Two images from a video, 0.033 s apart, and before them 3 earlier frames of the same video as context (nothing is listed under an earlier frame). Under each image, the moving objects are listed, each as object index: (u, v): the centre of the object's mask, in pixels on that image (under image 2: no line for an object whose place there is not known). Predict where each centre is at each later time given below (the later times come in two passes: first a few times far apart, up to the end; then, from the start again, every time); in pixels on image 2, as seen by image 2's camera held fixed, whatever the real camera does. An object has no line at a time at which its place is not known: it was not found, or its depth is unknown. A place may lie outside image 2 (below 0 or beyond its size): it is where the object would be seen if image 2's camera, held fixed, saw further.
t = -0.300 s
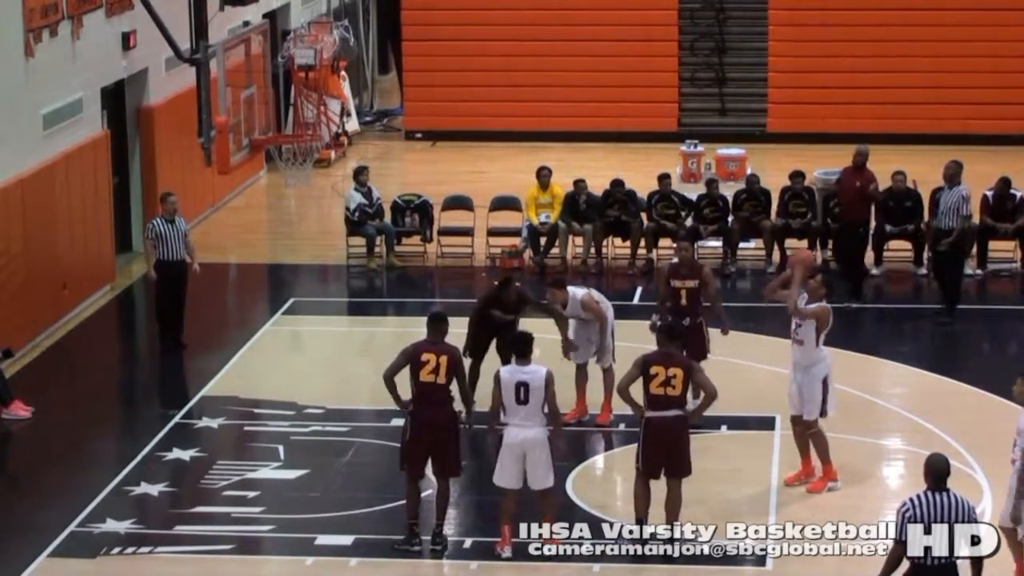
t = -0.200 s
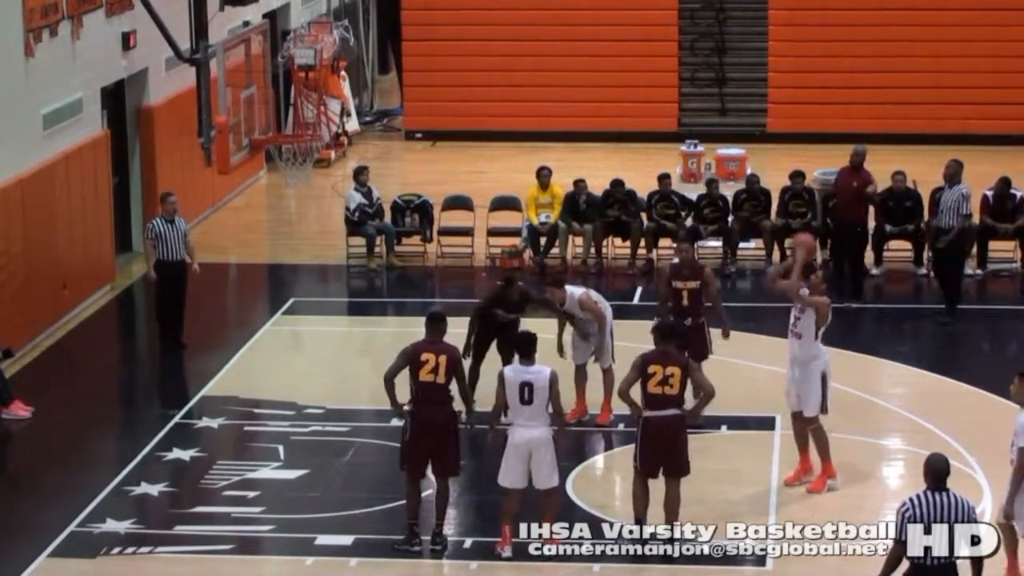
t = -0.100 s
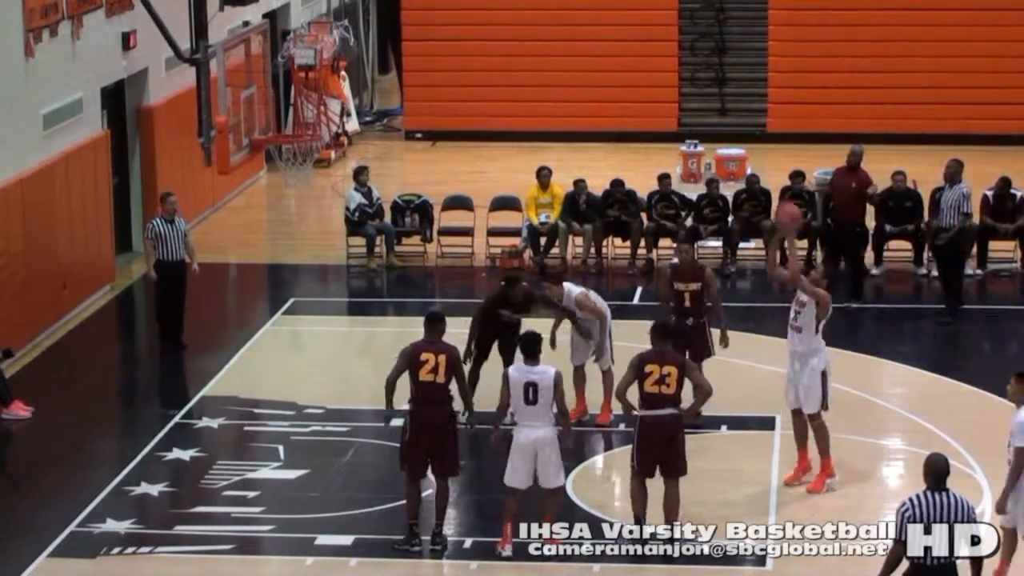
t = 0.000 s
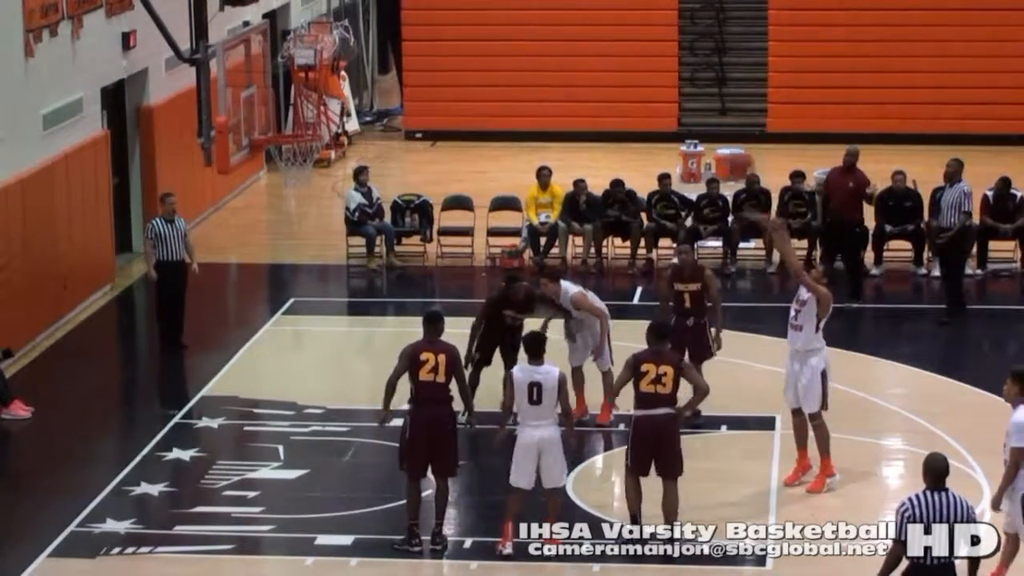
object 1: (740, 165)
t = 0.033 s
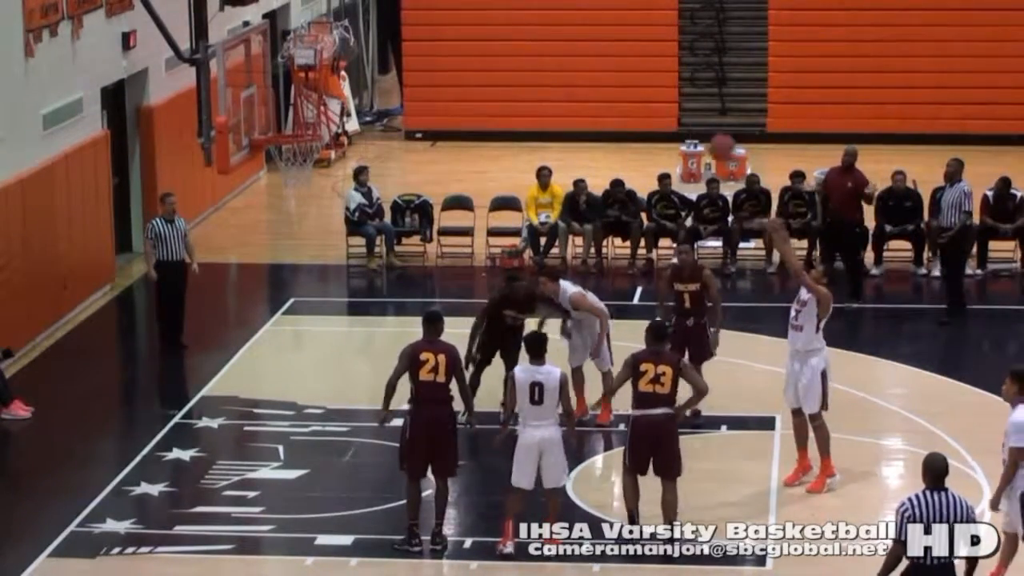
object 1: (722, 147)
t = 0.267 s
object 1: (592, 69)
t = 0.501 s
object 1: (469, 50)
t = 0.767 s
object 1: (332, 105)
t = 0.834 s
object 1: (296, 127)
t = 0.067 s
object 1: (704, 133)
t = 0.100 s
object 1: (686, 117)
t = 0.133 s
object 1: (665, 111)
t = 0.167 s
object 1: (649, 96)
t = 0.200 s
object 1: (628, 88)
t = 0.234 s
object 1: (614, 77)
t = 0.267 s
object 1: (592, 69)
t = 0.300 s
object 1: (576, 63)
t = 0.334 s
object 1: (557, 63)
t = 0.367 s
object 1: (538, 57)
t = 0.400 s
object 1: (521, 51)
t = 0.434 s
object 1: (502, 51)
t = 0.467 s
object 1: (485, 50)
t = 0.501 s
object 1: (469, 50)
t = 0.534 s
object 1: (450, 55)
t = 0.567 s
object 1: (434, 60)
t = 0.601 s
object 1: (419, 63)
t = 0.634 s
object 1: (398, 67)
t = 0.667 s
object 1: (381, 76)
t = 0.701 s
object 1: (365, 84)
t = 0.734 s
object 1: (348, 93)
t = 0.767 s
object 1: (332, 105)
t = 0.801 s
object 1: (314, 116)
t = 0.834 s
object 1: (296, 127)
